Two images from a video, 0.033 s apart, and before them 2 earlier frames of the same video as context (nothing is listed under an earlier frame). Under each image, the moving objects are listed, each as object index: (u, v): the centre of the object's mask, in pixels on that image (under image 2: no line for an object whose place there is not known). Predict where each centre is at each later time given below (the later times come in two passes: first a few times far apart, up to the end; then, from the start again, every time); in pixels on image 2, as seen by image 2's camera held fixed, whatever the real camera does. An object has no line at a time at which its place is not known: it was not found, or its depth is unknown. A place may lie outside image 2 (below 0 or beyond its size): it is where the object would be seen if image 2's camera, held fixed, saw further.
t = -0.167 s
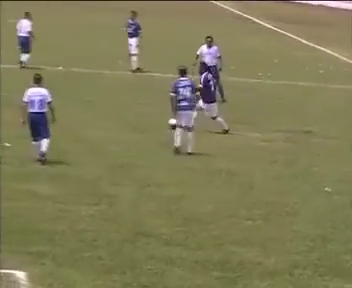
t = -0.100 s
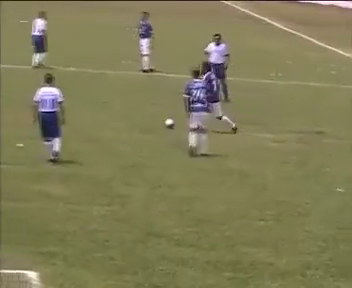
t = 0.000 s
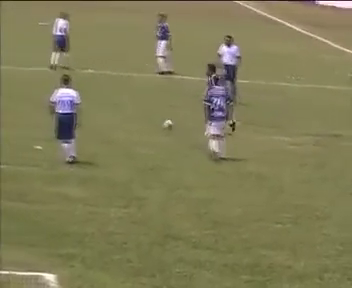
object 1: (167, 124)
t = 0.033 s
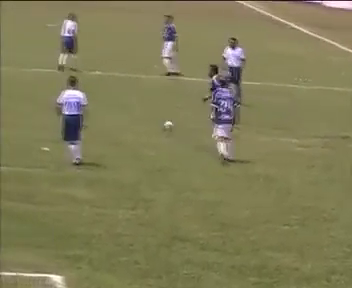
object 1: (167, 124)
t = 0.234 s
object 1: (143, 122)
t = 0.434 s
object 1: (120, 121)
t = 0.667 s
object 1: (92, 118)
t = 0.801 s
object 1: (79, 114)
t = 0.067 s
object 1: (163, 125)
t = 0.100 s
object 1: (159, 124)
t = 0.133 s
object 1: (155, 122)
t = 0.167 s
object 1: (150, 122)
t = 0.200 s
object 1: (146, 121)
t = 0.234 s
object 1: (143, 122)
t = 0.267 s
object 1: (138, 122)
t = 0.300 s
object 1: (134, 122)
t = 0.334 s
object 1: (131, 121)
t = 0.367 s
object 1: (127, 120)
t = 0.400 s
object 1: (125, 120)
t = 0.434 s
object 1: (120, 121)
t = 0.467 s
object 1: (116, 120)
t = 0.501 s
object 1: (113, 120)
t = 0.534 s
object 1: (109, 119)
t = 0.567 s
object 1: (105, 118)
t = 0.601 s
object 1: (100, 118)
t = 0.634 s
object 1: (95, 118)
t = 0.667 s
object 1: (92, 118)
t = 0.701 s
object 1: (88, 118)
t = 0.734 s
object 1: (84, 117)
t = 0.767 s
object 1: (82, 115)
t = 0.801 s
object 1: (79, 114)
